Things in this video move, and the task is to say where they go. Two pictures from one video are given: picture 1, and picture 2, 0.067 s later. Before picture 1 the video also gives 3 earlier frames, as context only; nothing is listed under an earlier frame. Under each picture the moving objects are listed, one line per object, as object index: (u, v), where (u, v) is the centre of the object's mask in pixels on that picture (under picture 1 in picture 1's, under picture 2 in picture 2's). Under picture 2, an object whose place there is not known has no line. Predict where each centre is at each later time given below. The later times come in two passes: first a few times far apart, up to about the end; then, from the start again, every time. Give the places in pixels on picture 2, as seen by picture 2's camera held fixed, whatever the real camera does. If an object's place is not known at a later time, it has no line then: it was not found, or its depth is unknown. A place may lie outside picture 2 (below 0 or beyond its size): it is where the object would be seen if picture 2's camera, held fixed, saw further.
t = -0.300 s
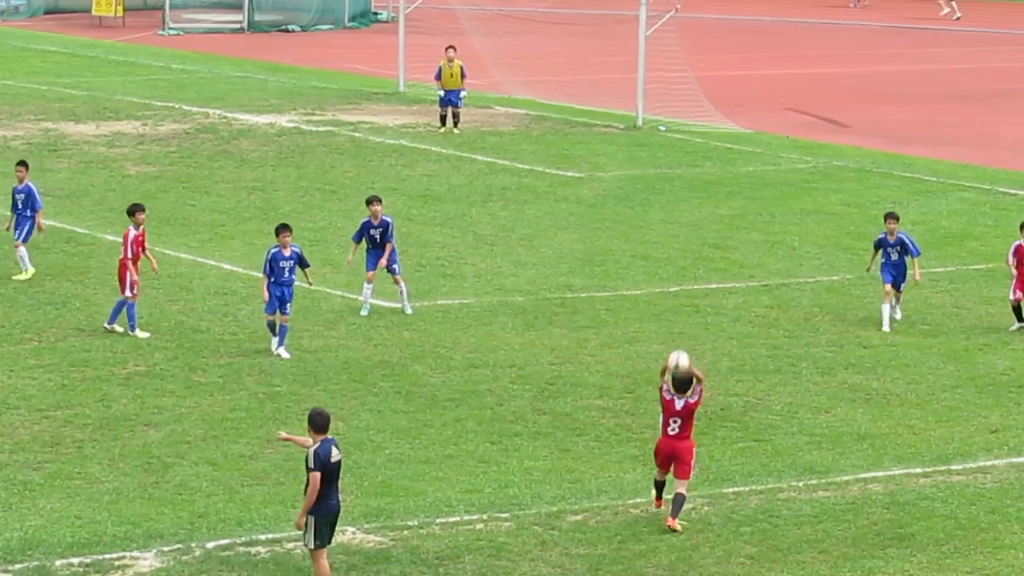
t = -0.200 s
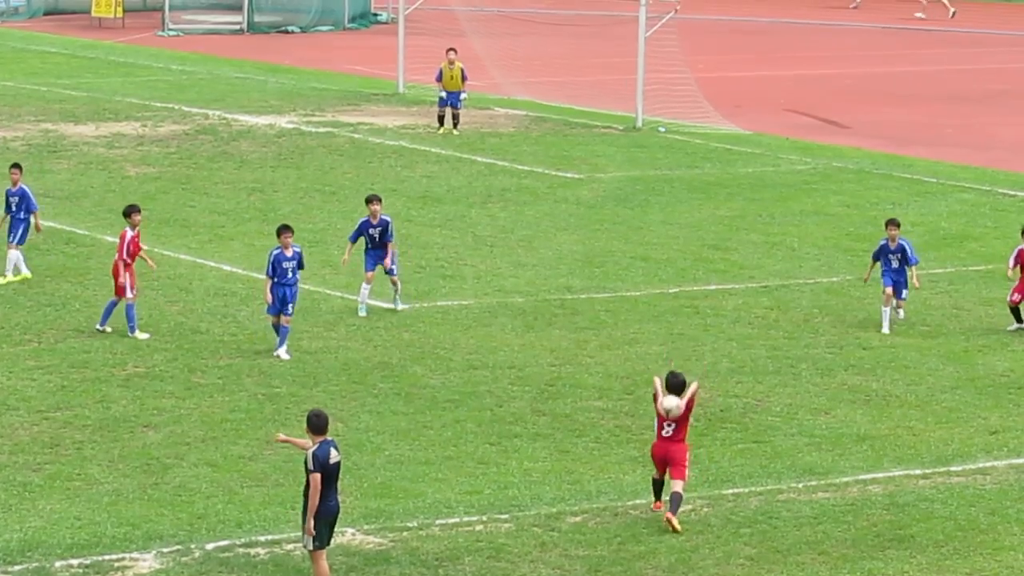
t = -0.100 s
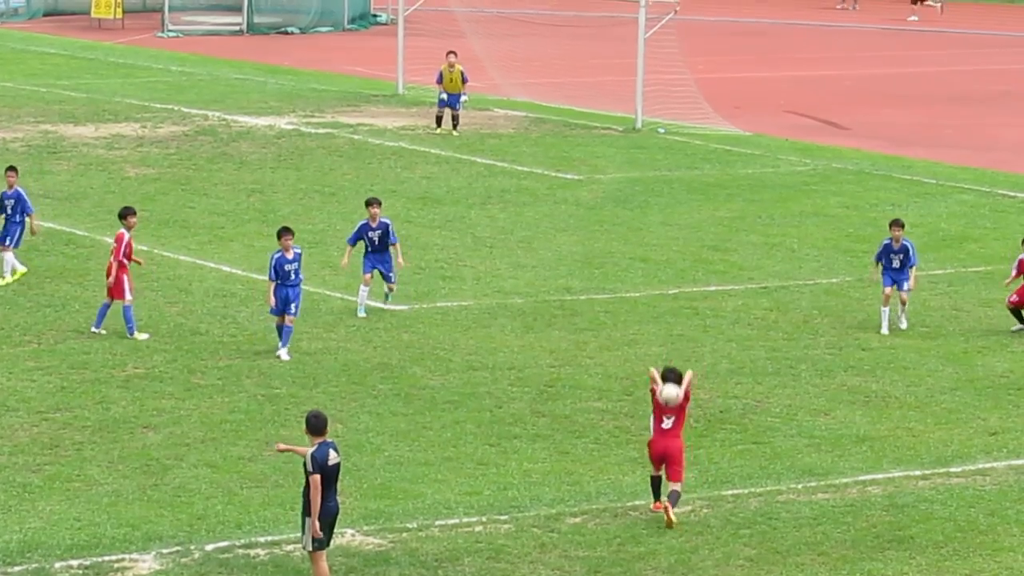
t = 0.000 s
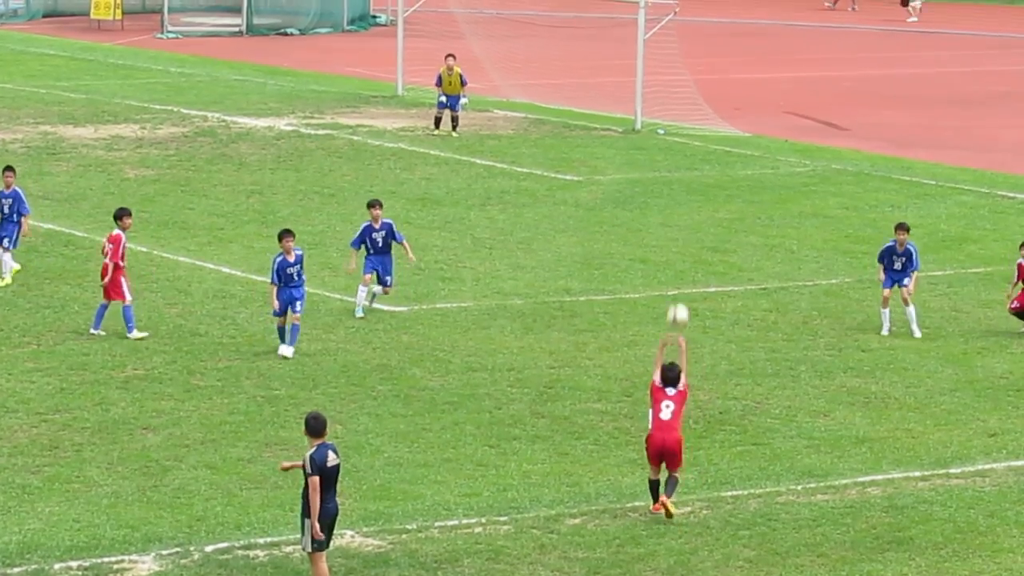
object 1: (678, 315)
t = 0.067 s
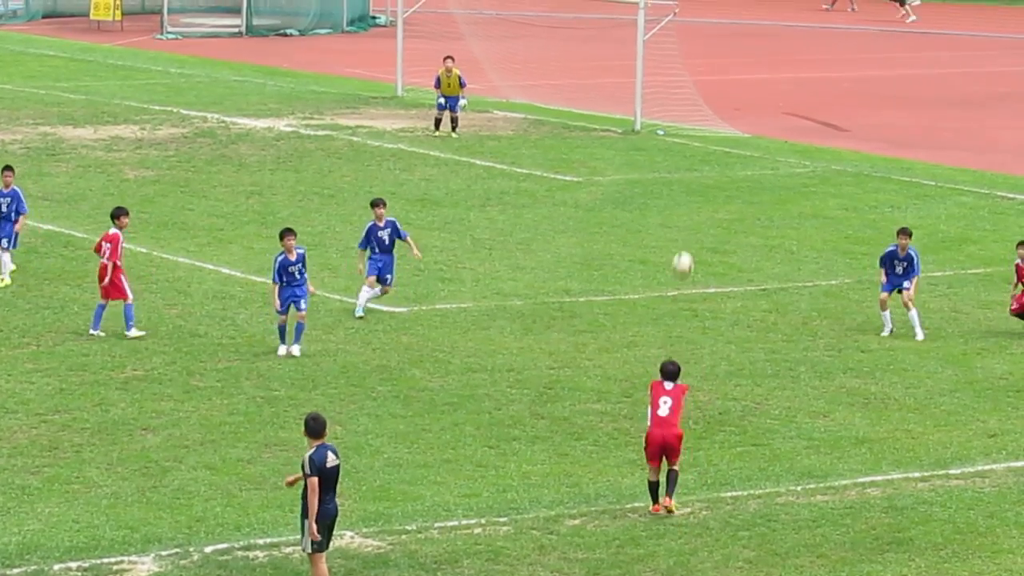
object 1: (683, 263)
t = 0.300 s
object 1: (700, 124)
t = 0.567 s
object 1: (715, 42)
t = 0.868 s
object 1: (728, 33)
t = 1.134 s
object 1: (740, 86)
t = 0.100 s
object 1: (685, 240)
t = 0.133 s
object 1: (688, 216)
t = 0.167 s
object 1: (690, 195)
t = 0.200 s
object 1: (693, 176)
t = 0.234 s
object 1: (695, 157)
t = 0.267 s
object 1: (697, 139)
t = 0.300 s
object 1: (700, 124)
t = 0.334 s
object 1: (702, 110)
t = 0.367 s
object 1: (704, 97)
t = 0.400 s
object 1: (706, 85)
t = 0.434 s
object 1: (707, 74)
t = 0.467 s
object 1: (709, 64)
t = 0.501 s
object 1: (711, 56)
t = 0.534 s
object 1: (713, 48)
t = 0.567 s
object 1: (715, 42)
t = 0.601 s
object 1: (716, 37)
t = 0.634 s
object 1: (718, 33)
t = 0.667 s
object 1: (720, 30)
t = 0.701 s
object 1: (721, 28)
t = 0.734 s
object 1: (723, 27)
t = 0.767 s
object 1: (724, 27)
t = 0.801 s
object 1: (725, 28)
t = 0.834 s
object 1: (727, 30)
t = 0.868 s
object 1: (728, 33)
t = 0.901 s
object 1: (730, 37)
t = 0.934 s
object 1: (731, 42)
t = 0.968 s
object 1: (733, 47)
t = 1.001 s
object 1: (734, 53)
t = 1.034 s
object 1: (736, 60)
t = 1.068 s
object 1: (737, 68)
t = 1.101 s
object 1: (738, 77)
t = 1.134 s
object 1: (740, 86)
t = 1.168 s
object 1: (742, 97)
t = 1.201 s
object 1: (743, 108)
